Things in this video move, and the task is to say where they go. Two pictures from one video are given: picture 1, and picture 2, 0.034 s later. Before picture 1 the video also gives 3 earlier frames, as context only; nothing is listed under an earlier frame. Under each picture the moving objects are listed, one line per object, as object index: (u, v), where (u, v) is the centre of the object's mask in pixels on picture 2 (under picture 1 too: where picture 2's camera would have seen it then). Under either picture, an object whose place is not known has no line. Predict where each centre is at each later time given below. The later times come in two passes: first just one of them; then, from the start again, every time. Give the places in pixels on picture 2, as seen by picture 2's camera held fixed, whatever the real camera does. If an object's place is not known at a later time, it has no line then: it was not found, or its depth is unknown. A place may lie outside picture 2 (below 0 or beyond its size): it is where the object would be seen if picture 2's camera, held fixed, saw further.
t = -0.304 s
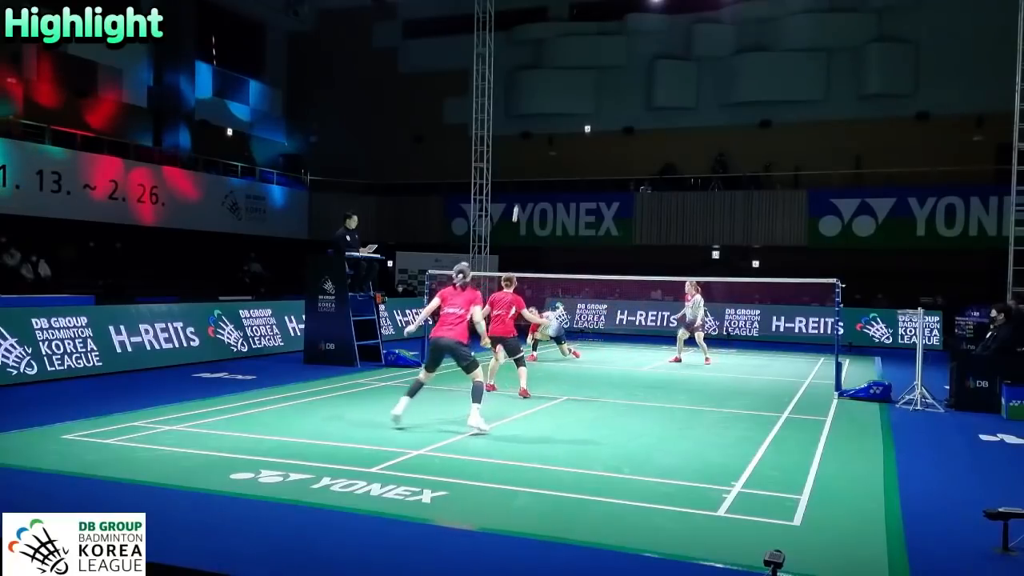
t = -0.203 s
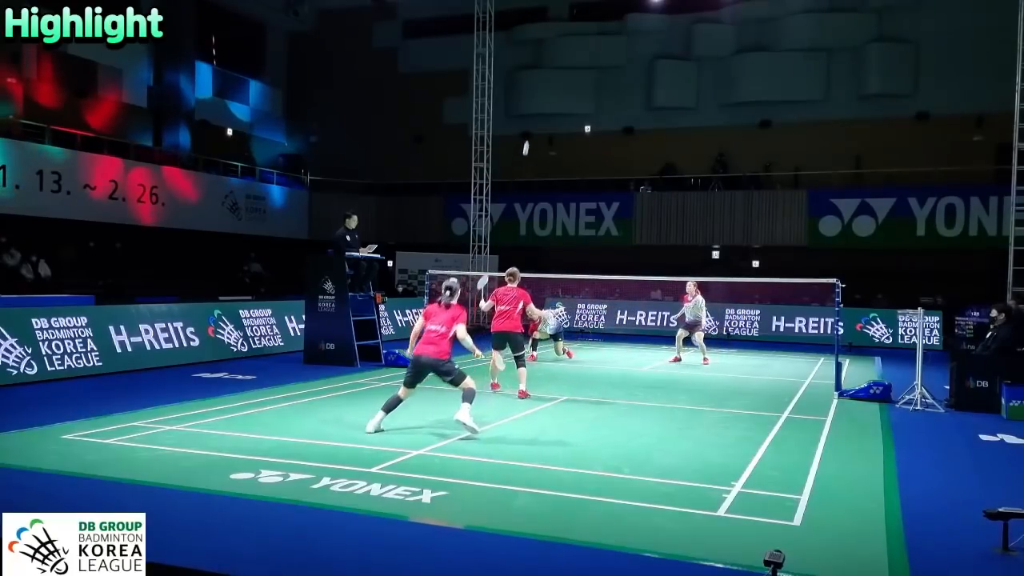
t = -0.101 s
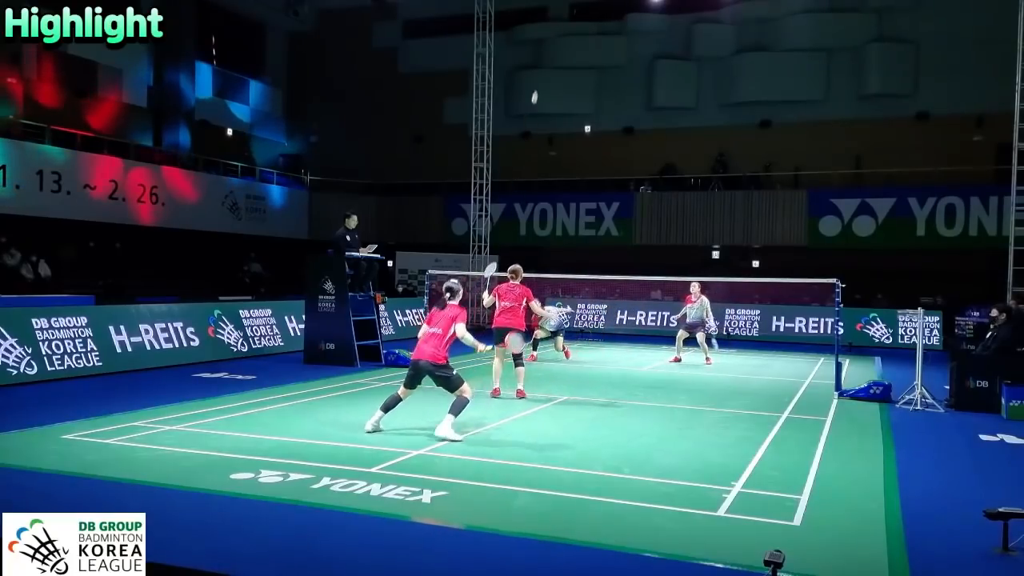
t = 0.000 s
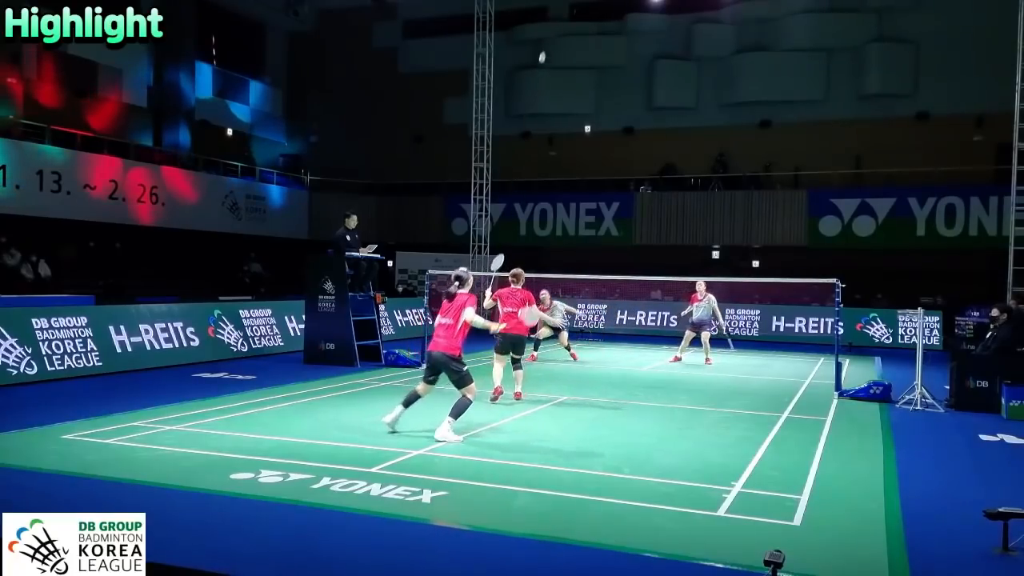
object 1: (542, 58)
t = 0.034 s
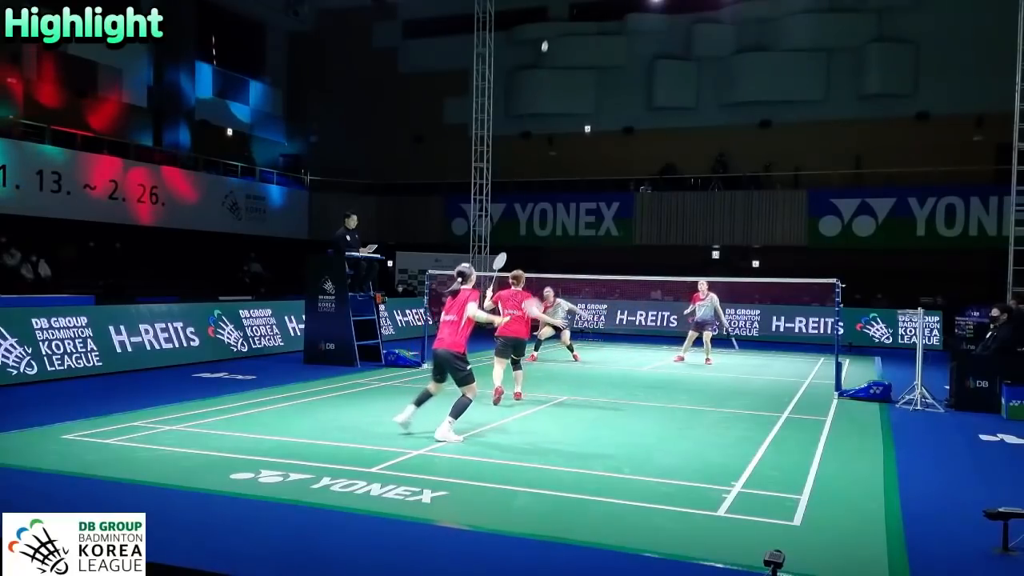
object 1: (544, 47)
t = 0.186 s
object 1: (554, 9)
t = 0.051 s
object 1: (545, 42)
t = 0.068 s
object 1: (547, 36)
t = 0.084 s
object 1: (548, 32)
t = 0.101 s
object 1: (549, 28)
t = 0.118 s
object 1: (550, 23)
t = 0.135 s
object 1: (551, 19)
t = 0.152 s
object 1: (551, 15)
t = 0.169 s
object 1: (553, 12)
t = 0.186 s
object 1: (554, 9)
